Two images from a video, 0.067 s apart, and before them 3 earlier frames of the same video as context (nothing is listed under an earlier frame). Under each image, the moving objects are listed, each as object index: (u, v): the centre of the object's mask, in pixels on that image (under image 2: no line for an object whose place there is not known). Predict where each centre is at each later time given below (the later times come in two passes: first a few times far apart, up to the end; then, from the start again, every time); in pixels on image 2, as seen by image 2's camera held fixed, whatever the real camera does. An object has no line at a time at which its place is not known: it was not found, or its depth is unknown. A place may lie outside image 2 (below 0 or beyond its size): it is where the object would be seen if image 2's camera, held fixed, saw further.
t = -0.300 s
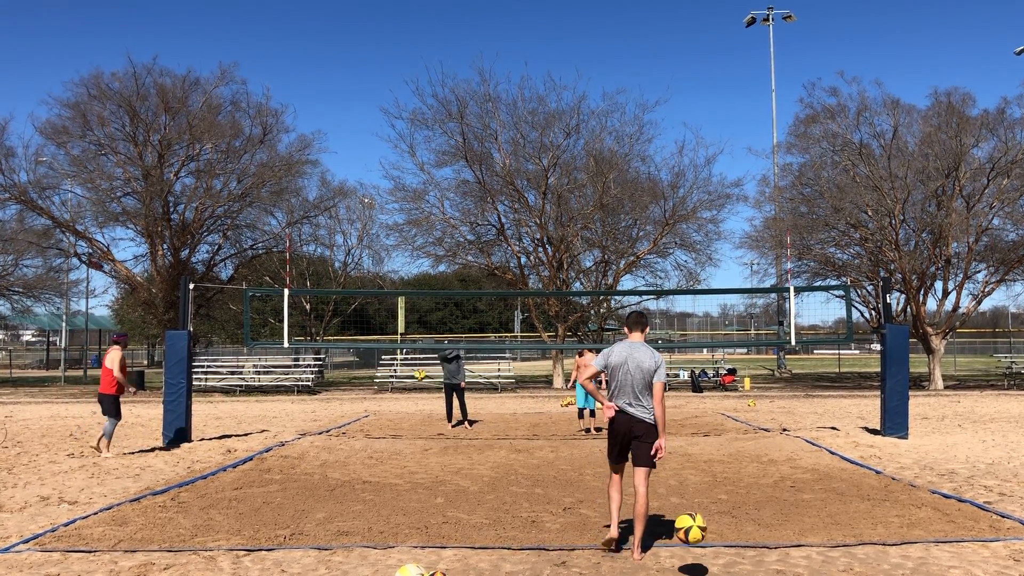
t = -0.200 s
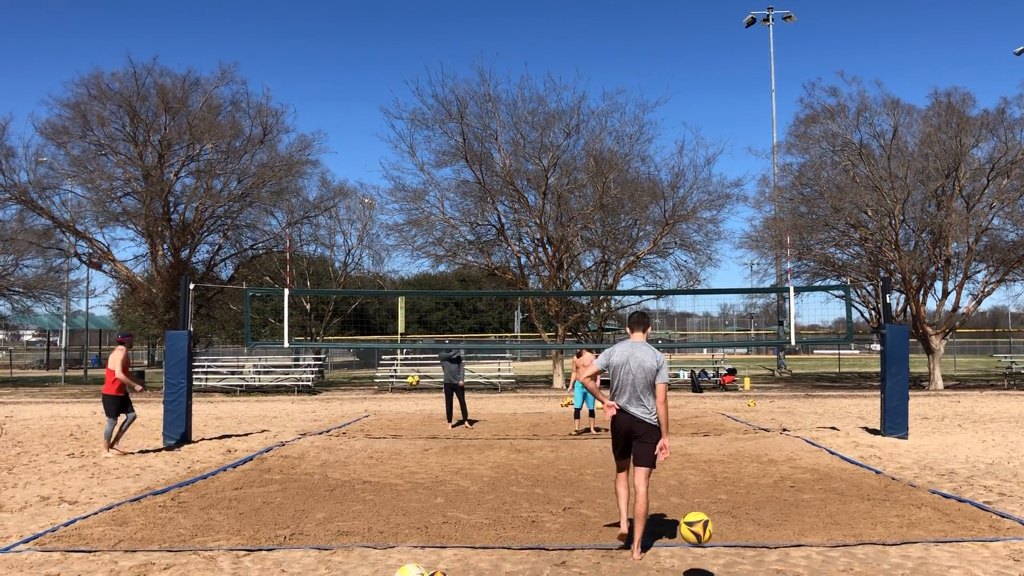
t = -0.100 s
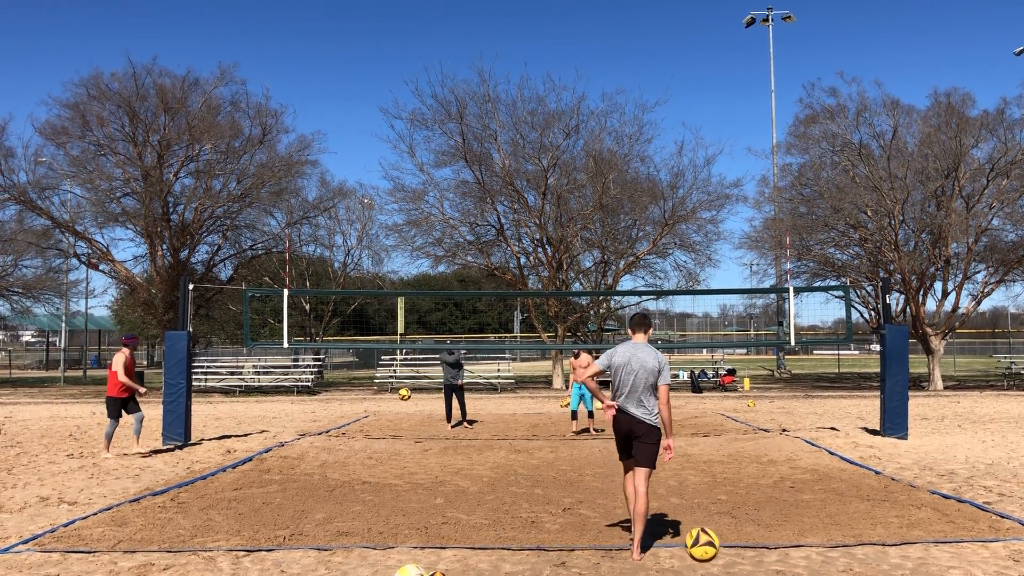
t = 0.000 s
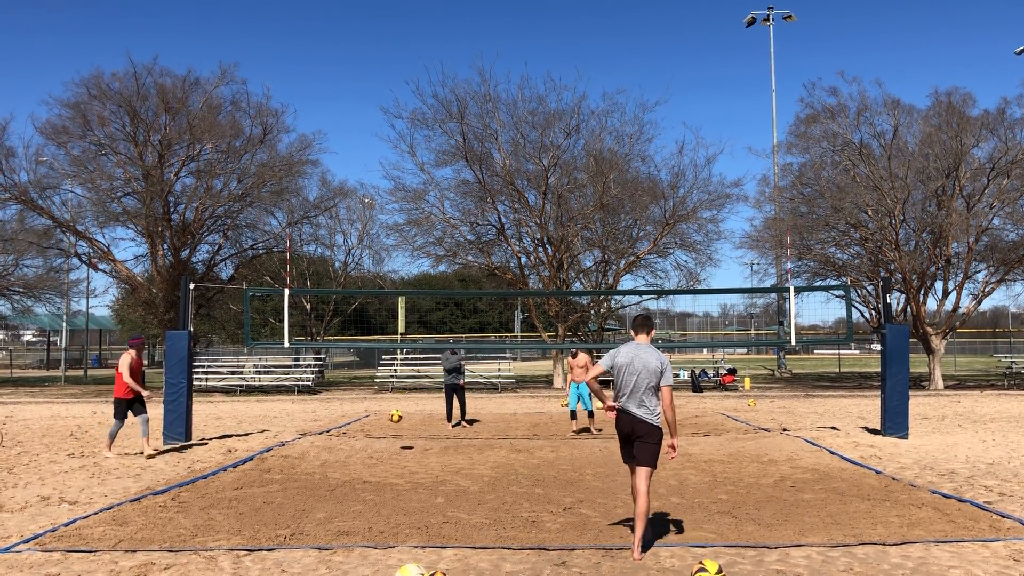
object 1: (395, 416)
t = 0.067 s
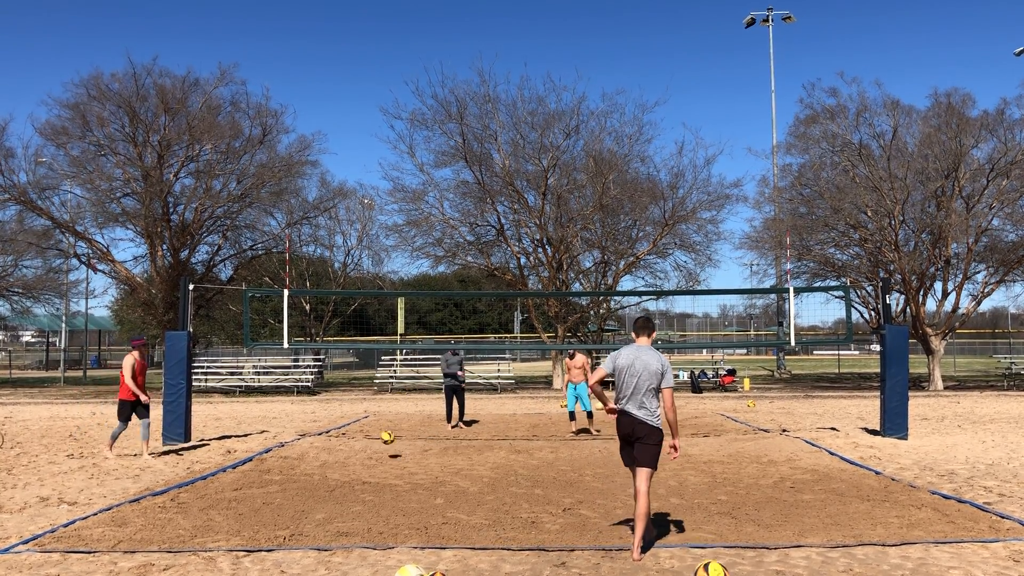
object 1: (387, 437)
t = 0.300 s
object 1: (368, 436)
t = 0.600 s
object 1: (341, 457)
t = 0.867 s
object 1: (314, 485)
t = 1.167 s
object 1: (279, 505)
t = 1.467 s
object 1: (235, 540)
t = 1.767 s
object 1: (194, 564)
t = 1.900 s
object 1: (170, 567)
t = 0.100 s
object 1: (383, 450)
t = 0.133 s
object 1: (379, 458)
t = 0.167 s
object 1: (377, 452)
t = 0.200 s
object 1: (375, 447)
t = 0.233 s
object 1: (374, 443)
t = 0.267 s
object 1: (371, 439)
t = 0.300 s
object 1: (368, 436)
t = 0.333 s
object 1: (366, 434)
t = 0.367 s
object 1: (363, 434)
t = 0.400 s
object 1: (361, 434)
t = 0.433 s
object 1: (358, 435)
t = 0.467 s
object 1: (354, 437)
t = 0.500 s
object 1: (351, 440)
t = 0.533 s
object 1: (348, 444)
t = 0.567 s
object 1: (345, 450)
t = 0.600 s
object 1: (341, 457)
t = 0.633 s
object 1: (338, 465)
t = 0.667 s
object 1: (334, 474)
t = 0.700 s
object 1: (330, 484)
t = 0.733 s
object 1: (327, 492)
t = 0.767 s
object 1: (323, 488)
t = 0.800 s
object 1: (320, 486)
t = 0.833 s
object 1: (317, 485)
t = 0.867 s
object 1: (314, 485)
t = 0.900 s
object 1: (310, 486)
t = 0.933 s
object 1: (307, 489)
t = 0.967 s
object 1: (303, 493)
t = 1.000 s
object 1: (299, 499)
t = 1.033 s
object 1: (295, 506)
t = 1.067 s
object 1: (291, 514)
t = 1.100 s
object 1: (287, 512)
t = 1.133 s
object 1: (283, 508)
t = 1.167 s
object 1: (279, 505)
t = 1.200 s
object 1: (274, 505)
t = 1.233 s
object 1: (270, 505)
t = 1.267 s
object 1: (266, 507)
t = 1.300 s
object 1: (261, 510)
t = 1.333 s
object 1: (256, 515)
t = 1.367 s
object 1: (251, 522)
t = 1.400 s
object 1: (245, 531)
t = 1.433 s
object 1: (240, 540)
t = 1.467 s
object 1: (235, 540)
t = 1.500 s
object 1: (231, 536)
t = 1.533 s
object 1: (227, 534)
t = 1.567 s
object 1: (223, 533)
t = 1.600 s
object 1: (218, 535)
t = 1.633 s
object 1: (214, 537)
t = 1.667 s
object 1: (209, 542)
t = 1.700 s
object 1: (204, 548)
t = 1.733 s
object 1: (199, 557)
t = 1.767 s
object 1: (194, 564)
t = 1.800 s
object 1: (188, 569)
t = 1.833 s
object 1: (182, 568)
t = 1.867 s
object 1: (176, 567)
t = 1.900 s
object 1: (170, 567)
